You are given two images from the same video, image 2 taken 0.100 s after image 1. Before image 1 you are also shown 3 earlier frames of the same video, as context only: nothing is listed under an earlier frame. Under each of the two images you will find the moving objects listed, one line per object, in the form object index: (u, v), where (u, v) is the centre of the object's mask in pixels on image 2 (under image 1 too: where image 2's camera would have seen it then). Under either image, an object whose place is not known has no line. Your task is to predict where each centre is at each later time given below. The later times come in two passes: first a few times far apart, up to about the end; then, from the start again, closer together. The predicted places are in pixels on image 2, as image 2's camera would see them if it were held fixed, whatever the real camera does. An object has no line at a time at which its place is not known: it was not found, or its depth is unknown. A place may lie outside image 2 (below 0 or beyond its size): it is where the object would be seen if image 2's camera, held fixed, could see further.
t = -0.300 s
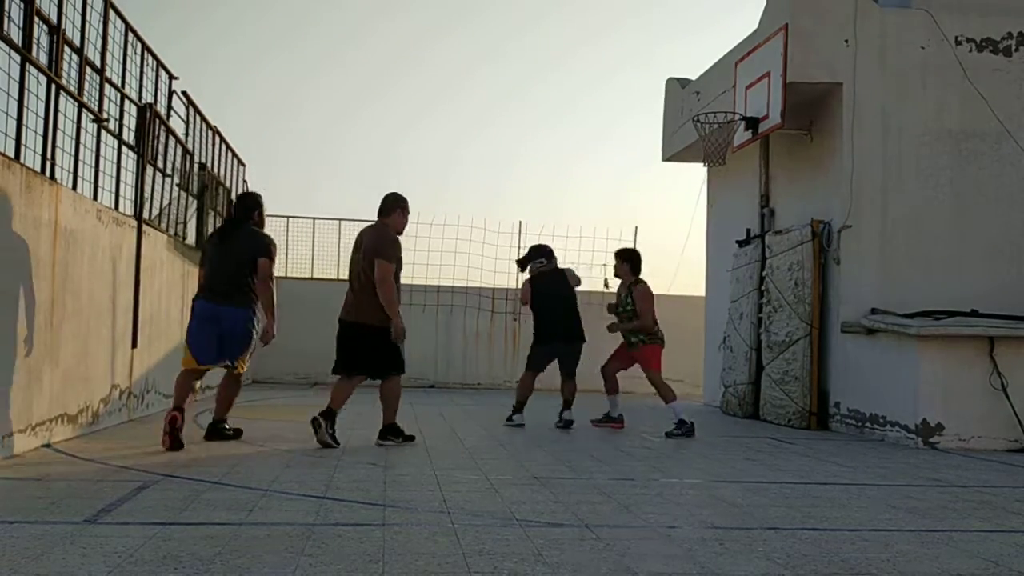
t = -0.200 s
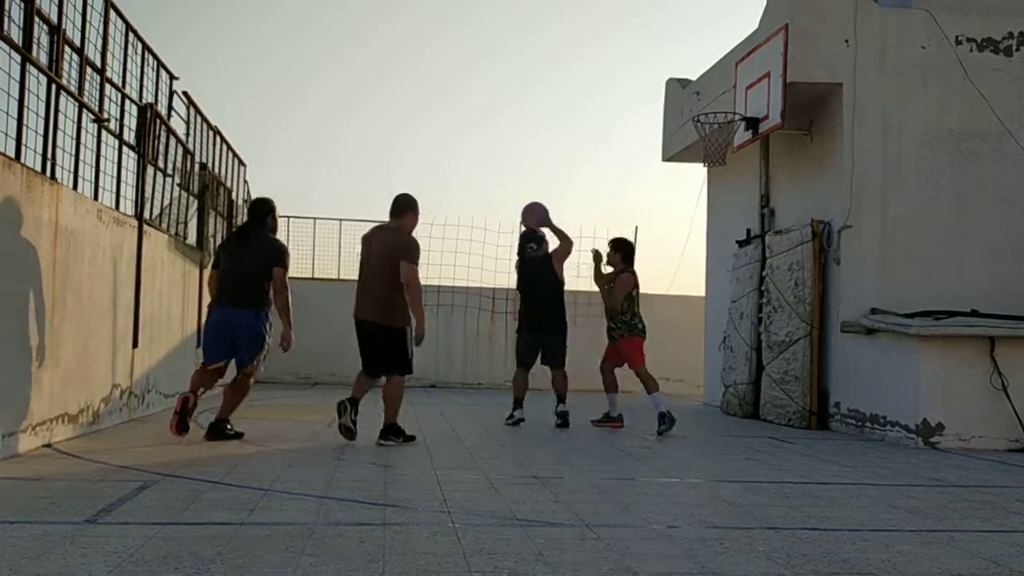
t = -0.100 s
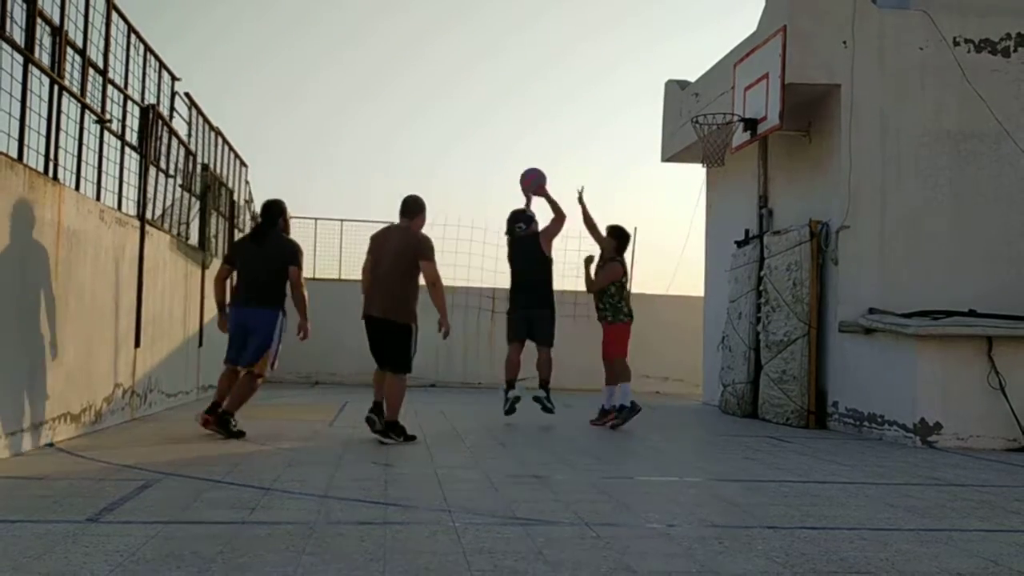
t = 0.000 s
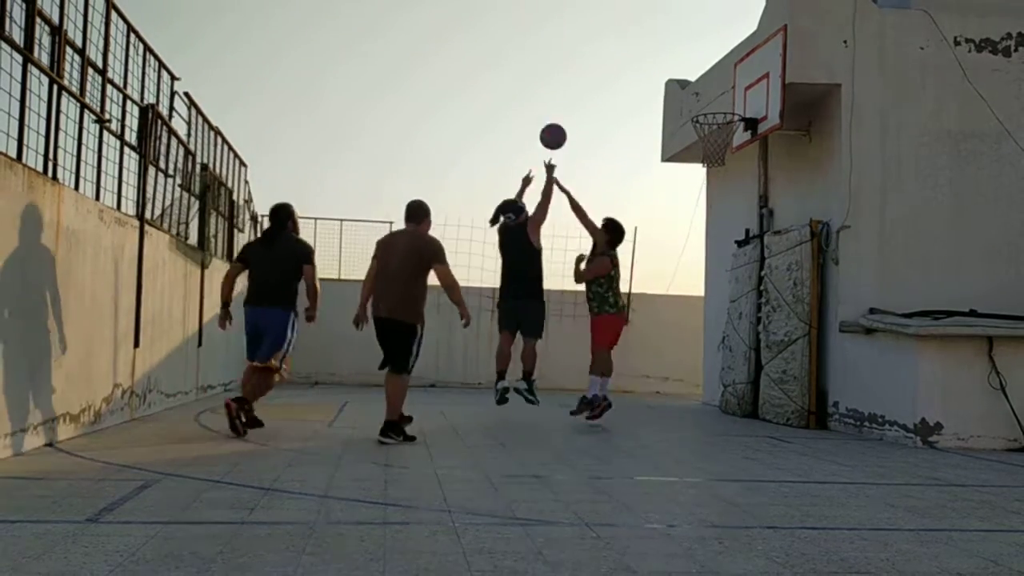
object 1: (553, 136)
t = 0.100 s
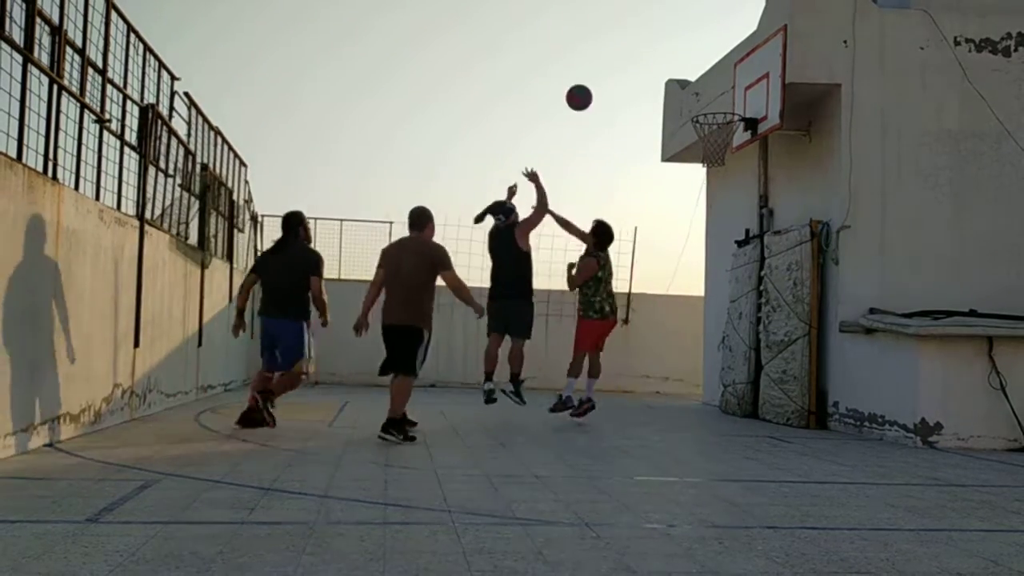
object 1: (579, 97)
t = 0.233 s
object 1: (612, 63)
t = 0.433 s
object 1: (658, 48)
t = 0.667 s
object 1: (707, 83)
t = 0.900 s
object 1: (712, 146)
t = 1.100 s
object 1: (698, 143)
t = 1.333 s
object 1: (711, 155)
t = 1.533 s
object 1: (725, 194)
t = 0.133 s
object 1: (587, 87)
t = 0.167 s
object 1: (595, 78)
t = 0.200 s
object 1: (604, 70)
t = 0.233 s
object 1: (612, 63)
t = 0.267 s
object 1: (620, 57)
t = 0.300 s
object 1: (628, 53)
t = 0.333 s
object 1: (636, 50)
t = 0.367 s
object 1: (643, 48)
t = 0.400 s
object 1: (651, 47)
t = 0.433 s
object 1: (658, 48)
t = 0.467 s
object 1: (665, 50)
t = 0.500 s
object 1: (673, 52)
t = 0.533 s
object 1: (680, 56)
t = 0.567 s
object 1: (687, 61)
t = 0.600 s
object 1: (694, 68)
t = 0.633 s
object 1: (701, 75)
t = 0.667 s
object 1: (707, 83)
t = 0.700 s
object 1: (714, 92)
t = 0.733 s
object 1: (721, 102)
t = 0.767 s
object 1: (727, 114)
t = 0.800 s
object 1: (726, 123)
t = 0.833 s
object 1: (722, 131)
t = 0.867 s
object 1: (717, 140)
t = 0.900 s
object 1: (712, 146)
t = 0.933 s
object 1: (708, 147)
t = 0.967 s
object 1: (705, 147)
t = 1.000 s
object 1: (702, 145)
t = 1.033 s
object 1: (699, 143)
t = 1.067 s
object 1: (699, 143)
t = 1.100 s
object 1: (698, 143)
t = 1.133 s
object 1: (699, 143)
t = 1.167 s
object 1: (700, 144)
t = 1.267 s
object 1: (705, 149)
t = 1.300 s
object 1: (707, 151)
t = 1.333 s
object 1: (711, 155)
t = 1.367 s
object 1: (714, 159)
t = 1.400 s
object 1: (716, 164)
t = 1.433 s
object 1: (718, 171)
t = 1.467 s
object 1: (721, 177)
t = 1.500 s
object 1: (723, 185)
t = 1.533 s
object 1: (725, 194)
